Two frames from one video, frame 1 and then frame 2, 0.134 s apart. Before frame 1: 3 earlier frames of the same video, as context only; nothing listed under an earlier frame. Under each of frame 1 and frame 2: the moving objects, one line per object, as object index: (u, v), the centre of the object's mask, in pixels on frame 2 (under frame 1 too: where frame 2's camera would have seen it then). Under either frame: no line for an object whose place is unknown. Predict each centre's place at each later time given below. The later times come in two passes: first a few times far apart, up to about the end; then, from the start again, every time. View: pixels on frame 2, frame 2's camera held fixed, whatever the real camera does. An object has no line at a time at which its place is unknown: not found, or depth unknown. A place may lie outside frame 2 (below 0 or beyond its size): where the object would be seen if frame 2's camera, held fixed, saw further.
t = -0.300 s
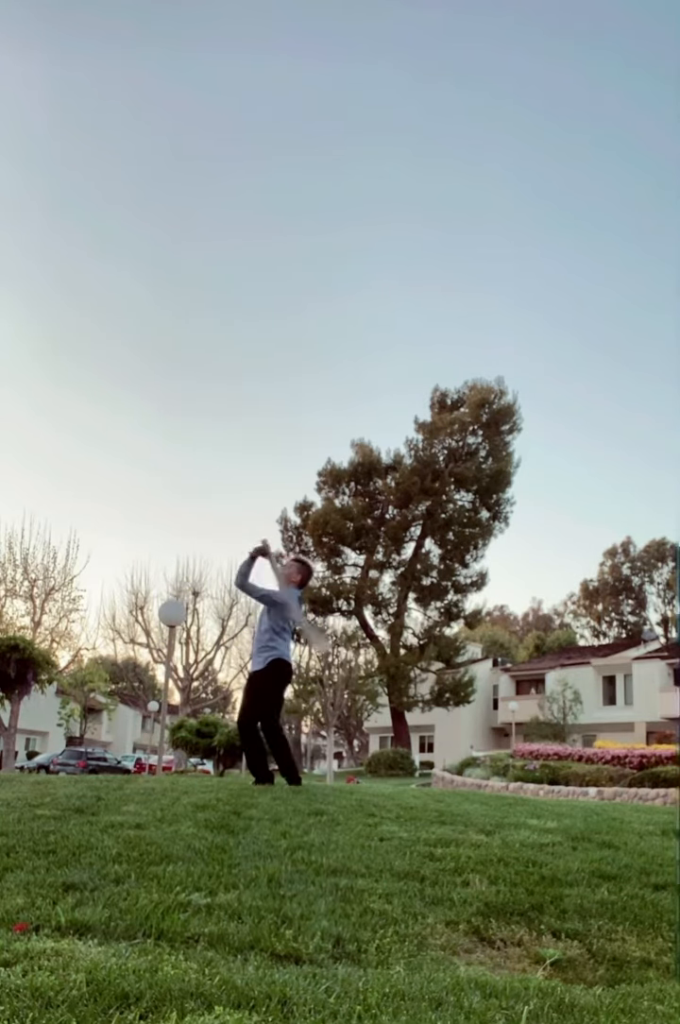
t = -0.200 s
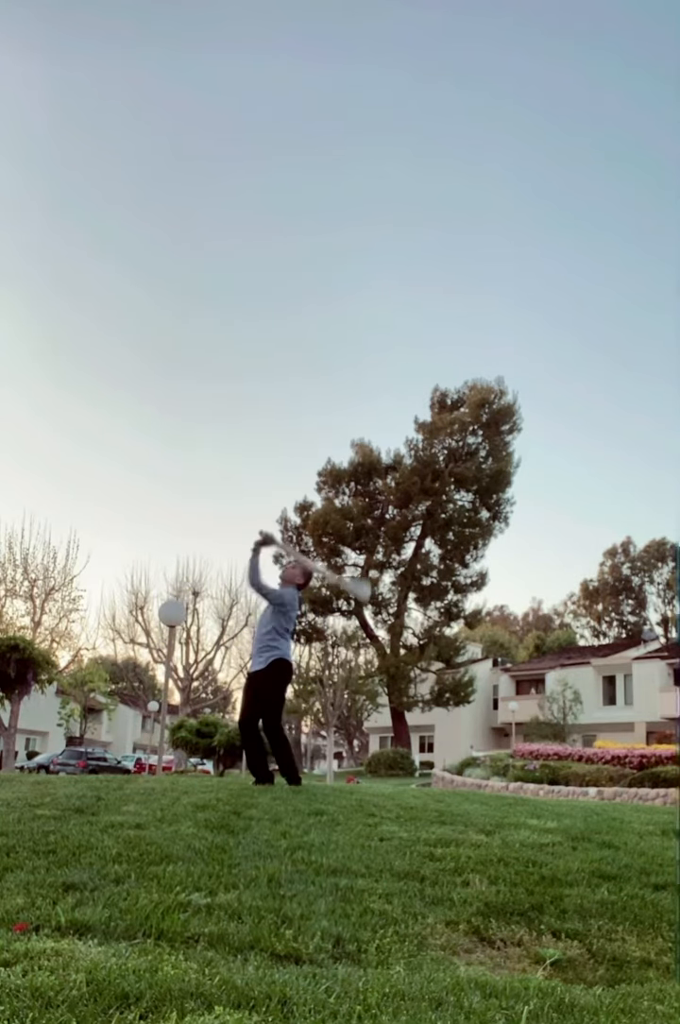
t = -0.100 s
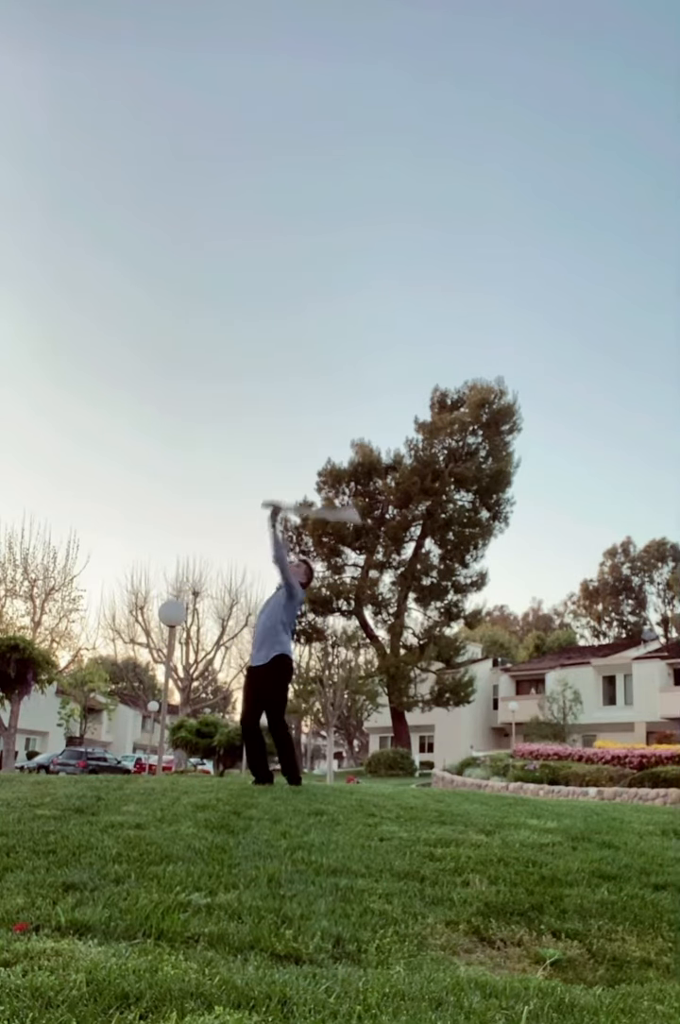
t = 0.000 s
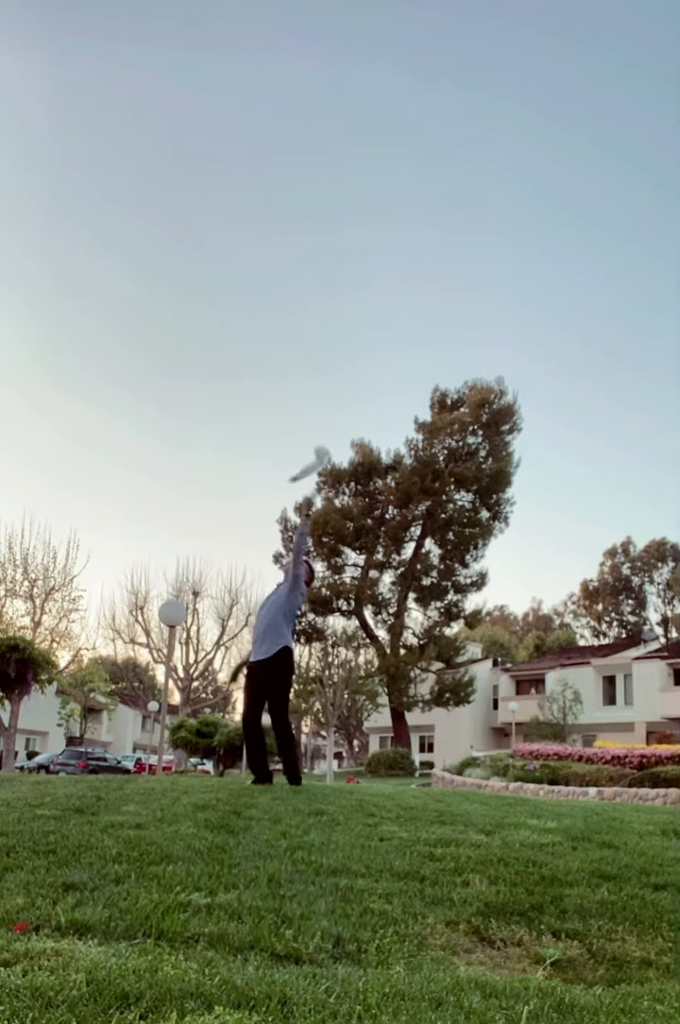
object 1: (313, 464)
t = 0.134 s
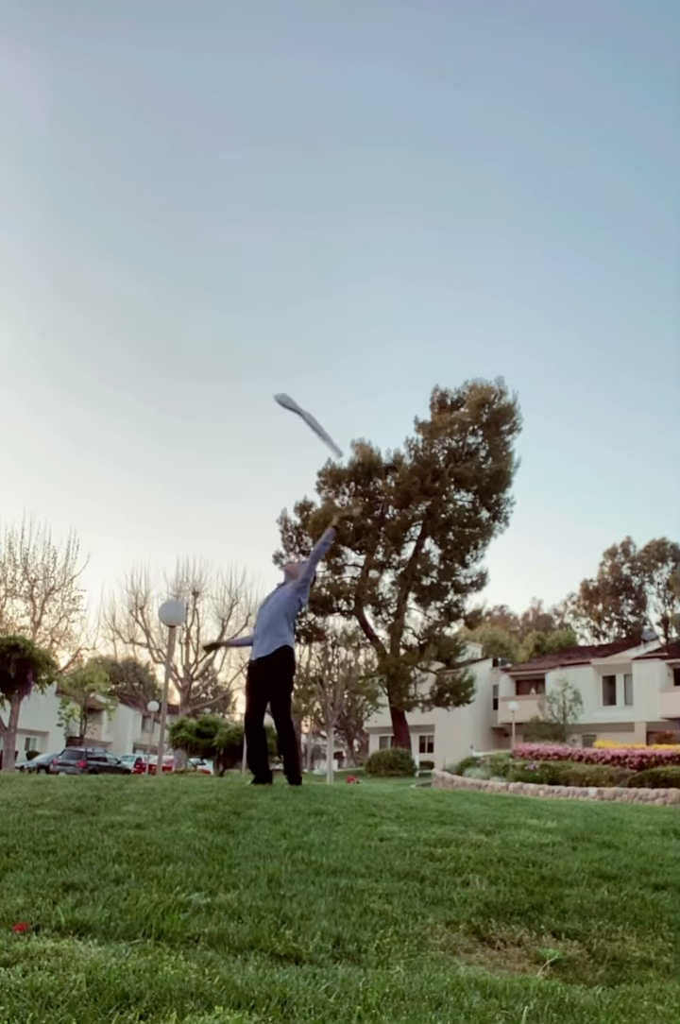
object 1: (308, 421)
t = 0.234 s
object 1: (301, 402)
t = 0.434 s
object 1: (281, 399)
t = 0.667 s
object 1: (258, 448)
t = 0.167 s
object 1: (305, 413)
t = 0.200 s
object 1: (304, 407)
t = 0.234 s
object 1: (301, 402)
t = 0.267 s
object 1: (298, 398)
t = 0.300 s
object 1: (295, 396)
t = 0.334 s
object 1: (291, 394)
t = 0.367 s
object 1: (288, 395)
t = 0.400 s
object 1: (285, 396)
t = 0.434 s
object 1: (281, 399)
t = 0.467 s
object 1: (278, 404)
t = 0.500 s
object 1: (276, 409)
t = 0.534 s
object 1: (274, 415)
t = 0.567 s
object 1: (270, 421)
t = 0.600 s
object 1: (266, 429)
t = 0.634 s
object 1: (263, 438)
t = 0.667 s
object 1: (258, 448)
